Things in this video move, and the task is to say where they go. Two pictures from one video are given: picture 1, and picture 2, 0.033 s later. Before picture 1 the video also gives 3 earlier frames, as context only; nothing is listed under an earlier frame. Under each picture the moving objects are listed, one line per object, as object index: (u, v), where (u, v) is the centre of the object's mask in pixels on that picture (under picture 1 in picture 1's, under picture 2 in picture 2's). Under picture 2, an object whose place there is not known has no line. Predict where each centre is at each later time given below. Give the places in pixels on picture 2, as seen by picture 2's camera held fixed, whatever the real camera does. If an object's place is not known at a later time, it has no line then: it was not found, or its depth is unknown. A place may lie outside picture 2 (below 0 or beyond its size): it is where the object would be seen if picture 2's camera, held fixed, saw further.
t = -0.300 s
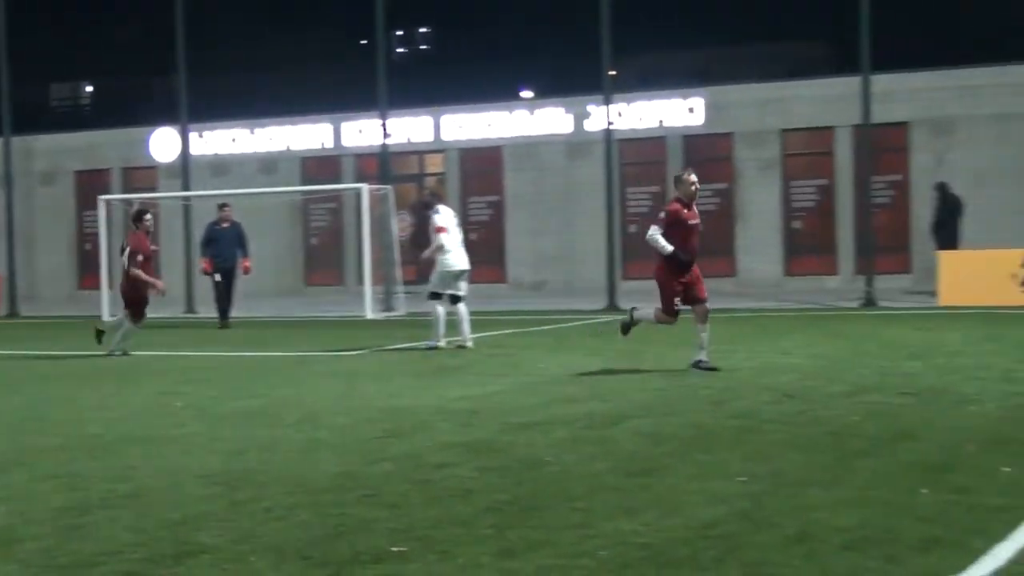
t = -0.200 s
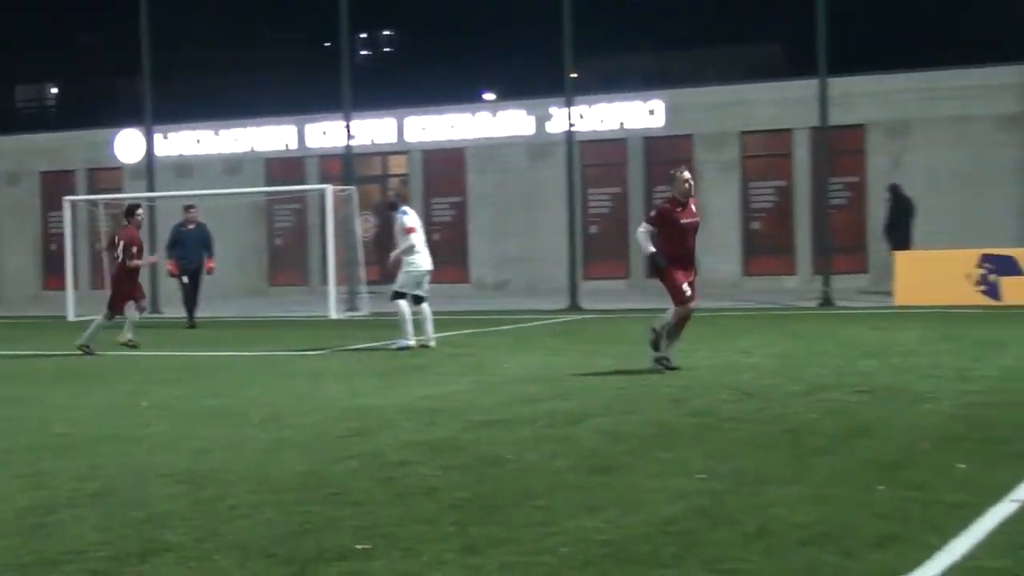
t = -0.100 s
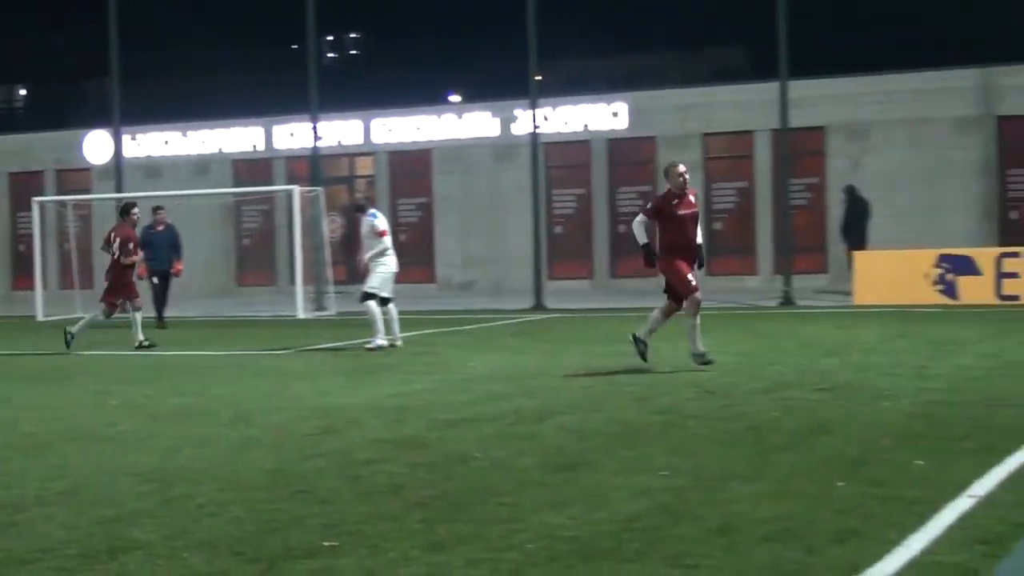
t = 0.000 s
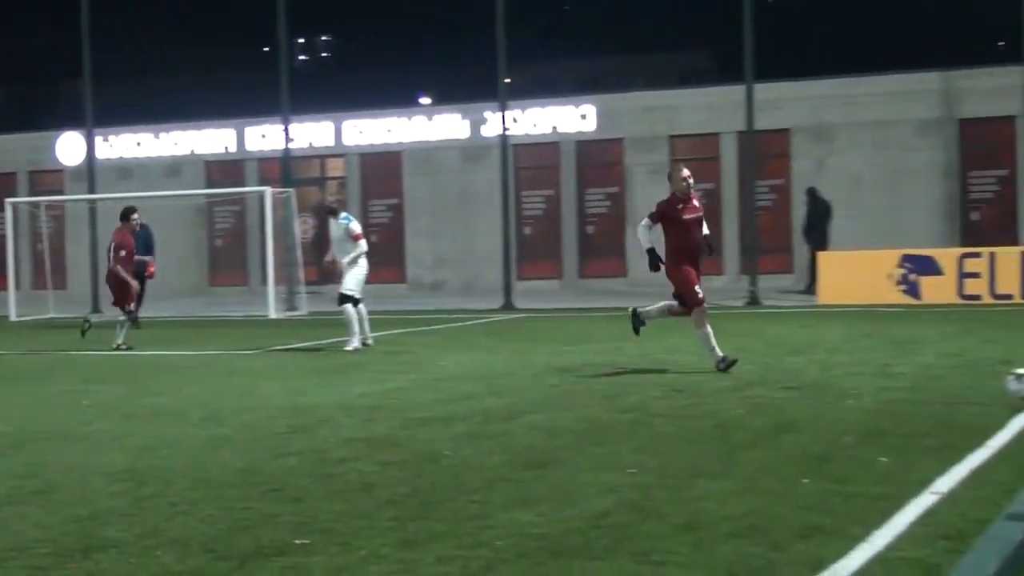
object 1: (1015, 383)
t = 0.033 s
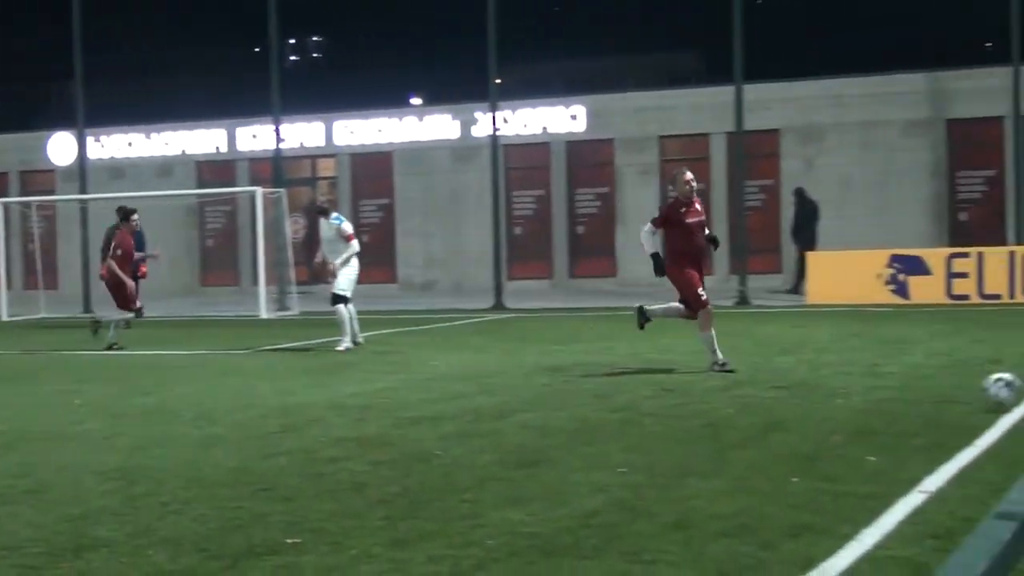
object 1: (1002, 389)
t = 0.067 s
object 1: (989, 397)
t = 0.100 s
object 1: (978, 397)
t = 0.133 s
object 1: (967, 395)
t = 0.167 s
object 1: (958, 395)
